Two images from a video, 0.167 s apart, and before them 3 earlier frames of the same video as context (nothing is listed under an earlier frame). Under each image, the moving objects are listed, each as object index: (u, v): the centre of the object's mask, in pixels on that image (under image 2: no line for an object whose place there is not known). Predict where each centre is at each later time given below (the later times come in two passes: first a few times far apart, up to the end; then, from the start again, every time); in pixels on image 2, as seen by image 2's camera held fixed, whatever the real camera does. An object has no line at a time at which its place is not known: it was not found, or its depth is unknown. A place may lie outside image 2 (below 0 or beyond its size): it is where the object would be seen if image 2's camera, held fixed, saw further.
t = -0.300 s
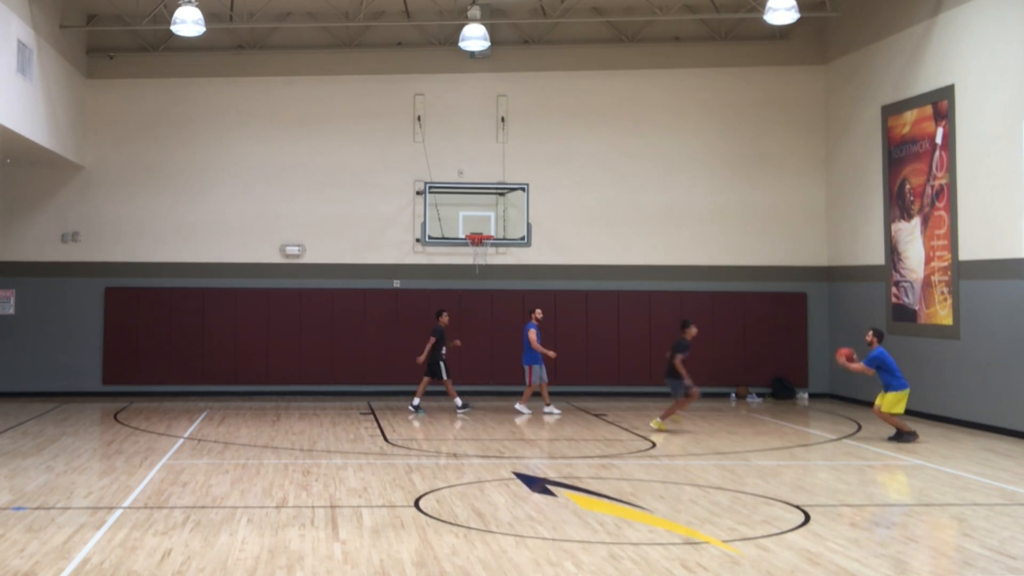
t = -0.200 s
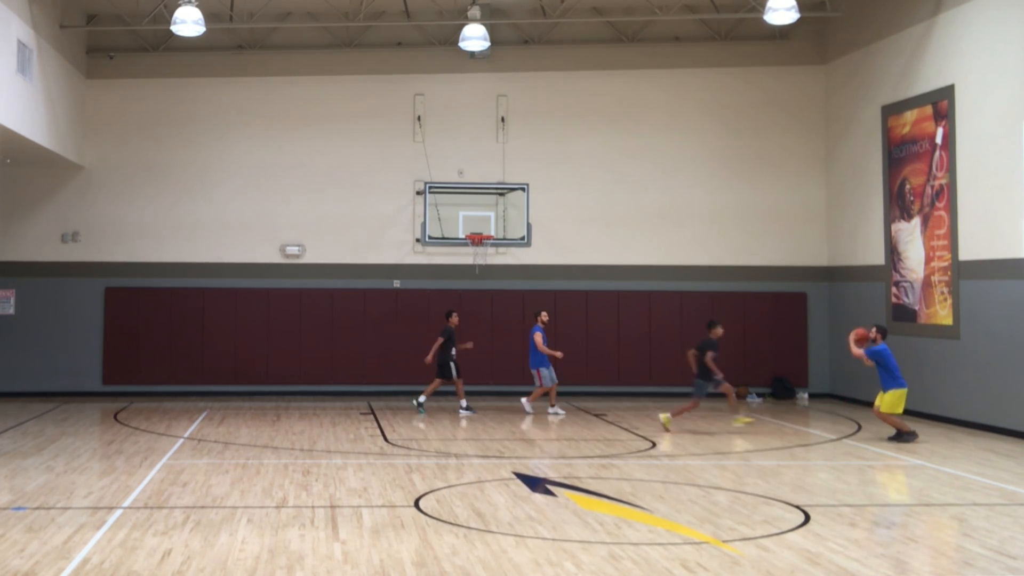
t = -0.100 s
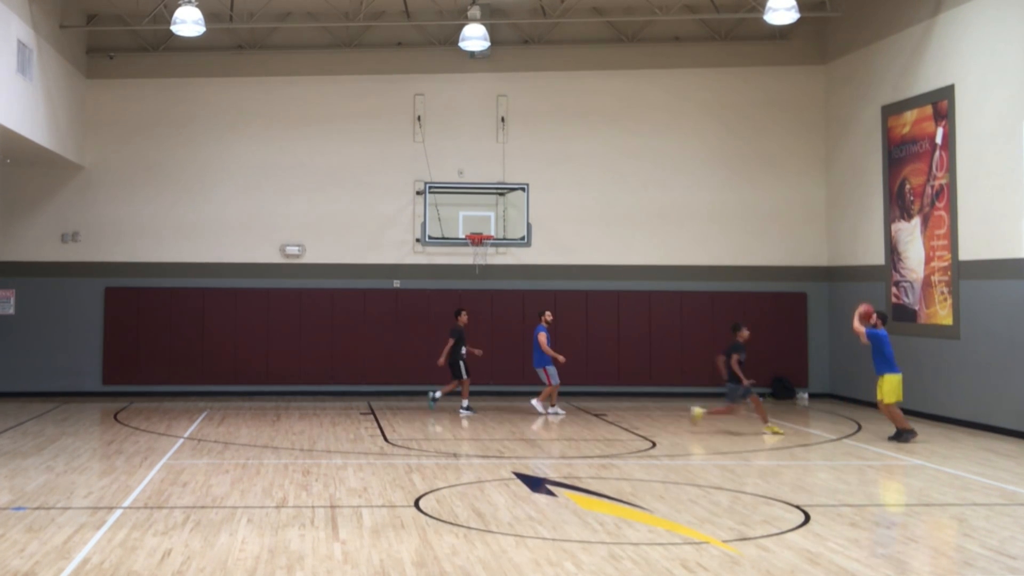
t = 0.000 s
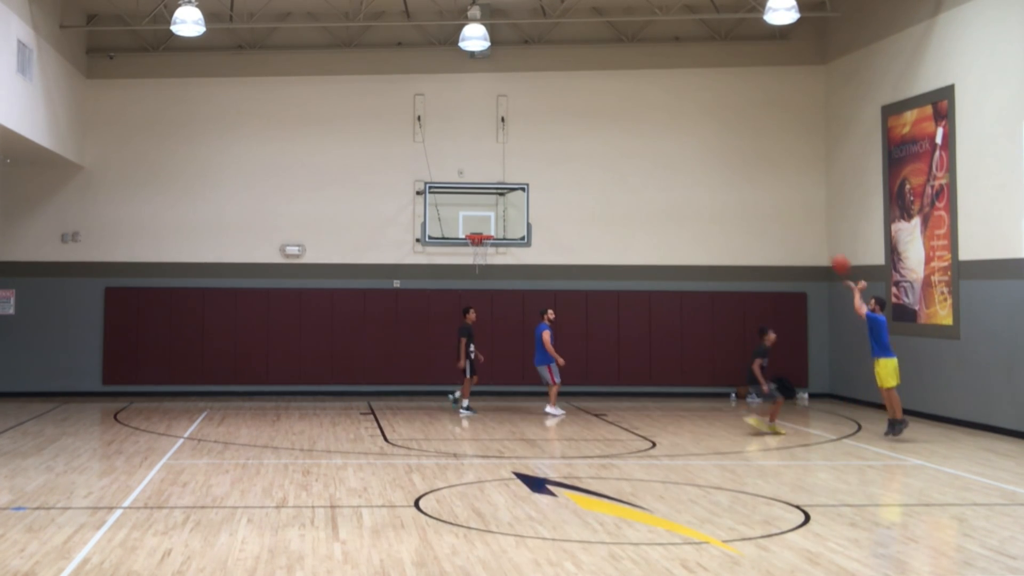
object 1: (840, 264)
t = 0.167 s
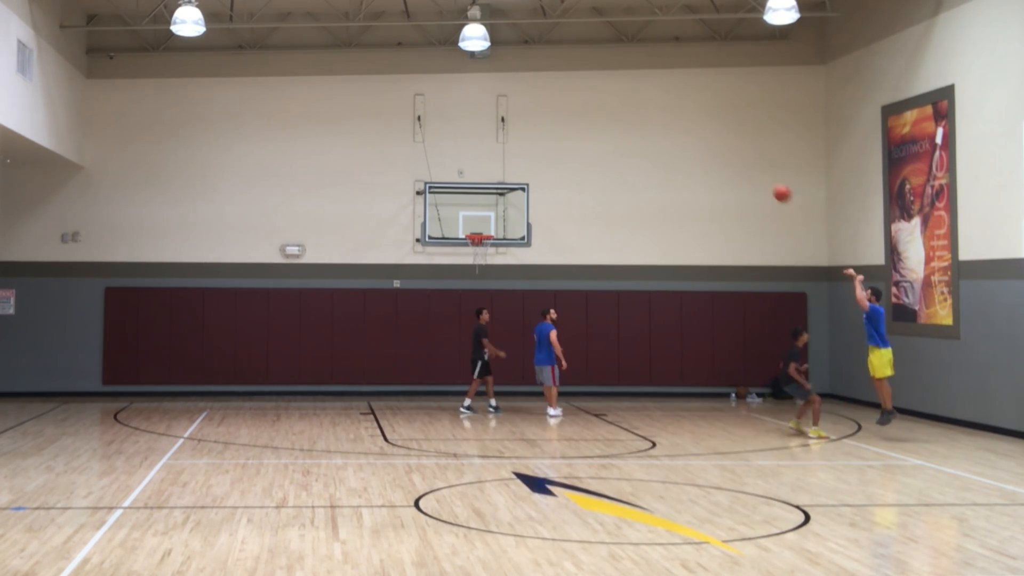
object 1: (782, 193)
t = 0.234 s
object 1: (760, 172)
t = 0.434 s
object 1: (698, 129)
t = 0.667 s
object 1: (632, 113)
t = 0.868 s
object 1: (581, 126)
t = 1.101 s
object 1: (525, 167)
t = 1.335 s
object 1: (475, 232)
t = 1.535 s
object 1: (477, 248)
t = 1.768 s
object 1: (475, 276)
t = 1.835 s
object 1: (474, 289)
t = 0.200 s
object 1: (771, 182)
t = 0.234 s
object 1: (760, 172)
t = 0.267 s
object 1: (749, 163)
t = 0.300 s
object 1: (738, 154)
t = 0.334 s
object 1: (728, 147)
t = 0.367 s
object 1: (718, 140)
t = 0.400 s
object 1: (708, 134)
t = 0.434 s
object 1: (698, 129)
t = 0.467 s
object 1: (688, 124)
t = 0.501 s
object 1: (678, 121)
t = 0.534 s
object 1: (669, 118)
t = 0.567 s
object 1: (660, 116)
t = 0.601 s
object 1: (650, 114)
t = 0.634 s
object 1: (641, 113)
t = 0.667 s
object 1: (632, 113)
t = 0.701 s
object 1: (624, 114)
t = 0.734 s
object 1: (615, 115)
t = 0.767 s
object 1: (606, 117)
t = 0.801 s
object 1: (598, 119)
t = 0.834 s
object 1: (589, 122)
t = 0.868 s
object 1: (581, 126)
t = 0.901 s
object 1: (573, 130)
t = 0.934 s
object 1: (565, 135)
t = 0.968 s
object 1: (557, 140)
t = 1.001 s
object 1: (549, 146)
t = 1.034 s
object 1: (541, 153)
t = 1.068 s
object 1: (533, 160)
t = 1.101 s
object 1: (525, 167)
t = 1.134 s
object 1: (518, 175)
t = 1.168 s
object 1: (510, 184)
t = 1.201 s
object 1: (503, 194)
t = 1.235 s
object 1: (495, 203)
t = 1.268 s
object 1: (488, 213)
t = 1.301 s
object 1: (481, 224)
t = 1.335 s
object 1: (475, 232)
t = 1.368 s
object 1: (479, 236)
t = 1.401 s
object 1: (481, 241)
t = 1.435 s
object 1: (480, 243)
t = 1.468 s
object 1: (480, 246)
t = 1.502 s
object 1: (479, 248)
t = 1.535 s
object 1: (477, 248)
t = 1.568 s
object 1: (477, 250)
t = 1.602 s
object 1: (477, 253)
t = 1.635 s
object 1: (477, 257)
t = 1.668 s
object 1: (476, 260)
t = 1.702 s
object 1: (476, 265)
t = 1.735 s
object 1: (475, 270)
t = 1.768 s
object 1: (475, 276)
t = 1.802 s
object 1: (474, 282)
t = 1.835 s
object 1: (474, 289)
